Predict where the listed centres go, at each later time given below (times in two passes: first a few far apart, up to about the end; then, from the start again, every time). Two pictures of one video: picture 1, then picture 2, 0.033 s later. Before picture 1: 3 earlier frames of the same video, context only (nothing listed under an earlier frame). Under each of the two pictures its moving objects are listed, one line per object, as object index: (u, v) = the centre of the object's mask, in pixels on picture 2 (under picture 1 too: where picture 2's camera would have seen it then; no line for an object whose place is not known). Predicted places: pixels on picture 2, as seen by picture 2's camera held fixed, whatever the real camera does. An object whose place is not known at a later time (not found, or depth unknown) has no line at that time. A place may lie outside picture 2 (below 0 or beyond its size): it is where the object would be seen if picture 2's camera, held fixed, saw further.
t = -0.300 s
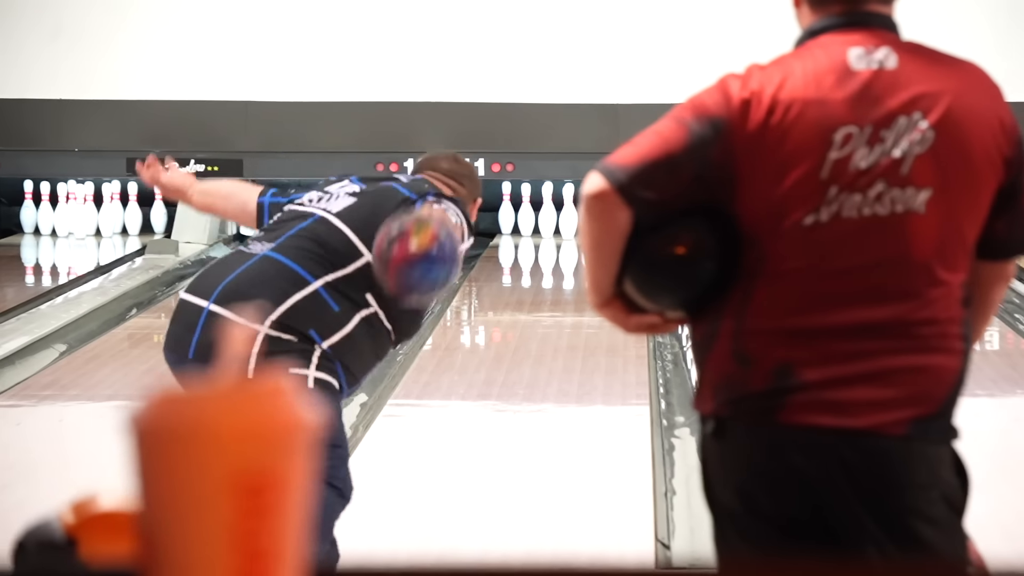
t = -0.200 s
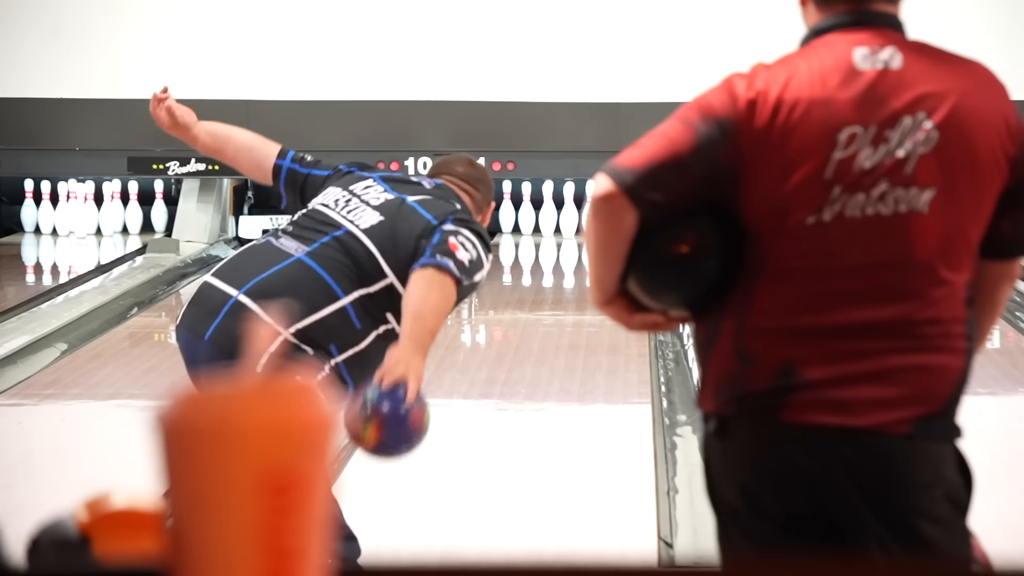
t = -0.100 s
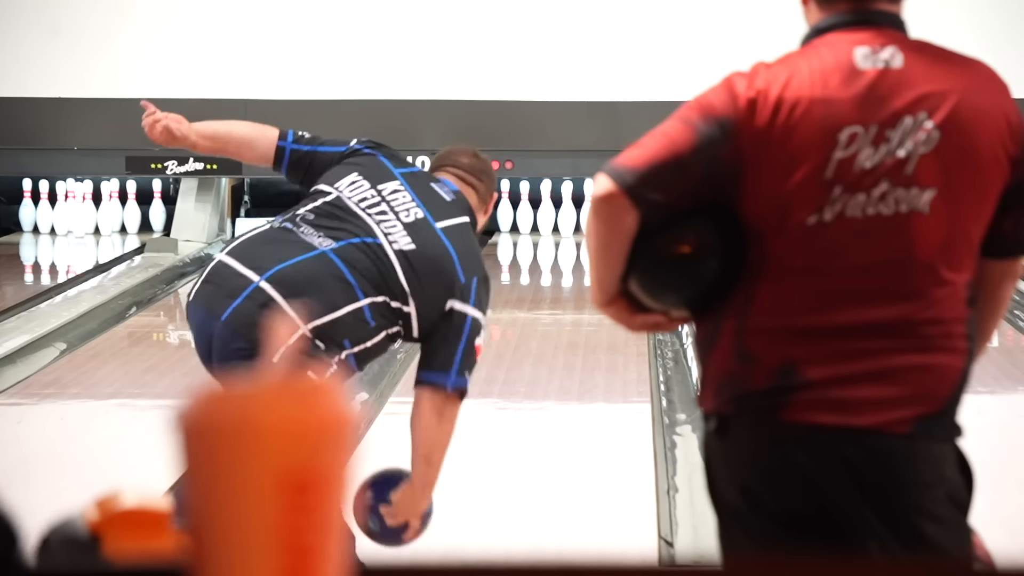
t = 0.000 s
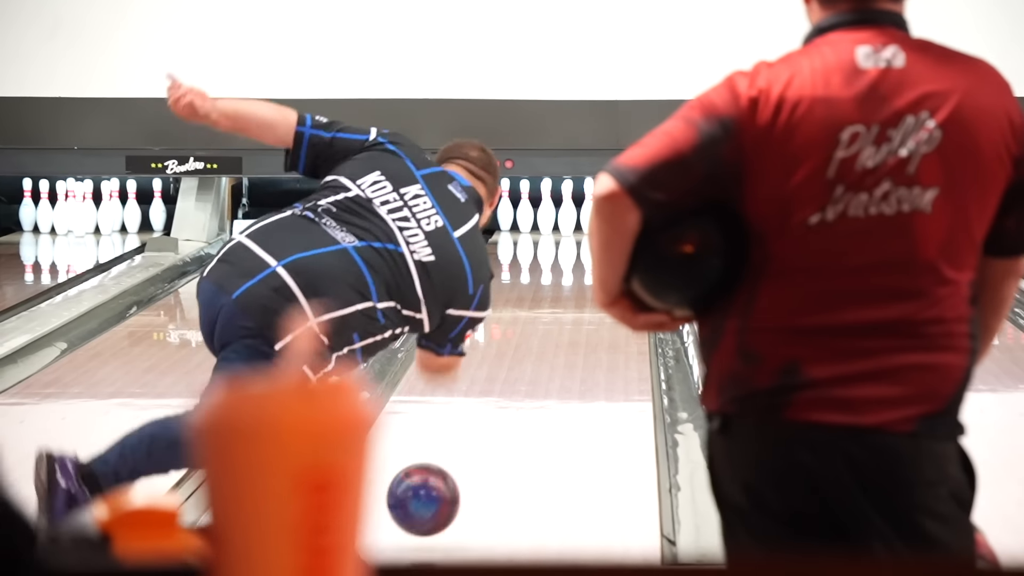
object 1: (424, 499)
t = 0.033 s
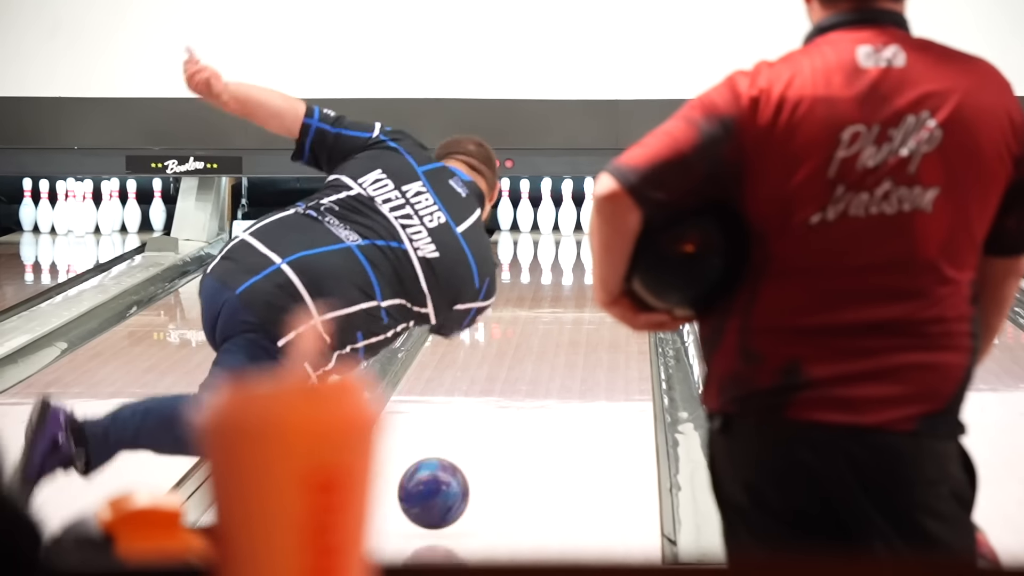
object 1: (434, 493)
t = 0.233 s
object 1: (479, 443)
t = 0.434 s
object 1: (514, 399)
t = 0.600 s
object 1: (536, 370)
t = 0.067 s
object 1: (442, 489)
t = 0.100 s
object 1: (450, 478)
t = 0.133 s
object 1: (458, 470)
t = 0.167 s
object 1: (466, 460)
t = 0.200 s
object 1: (473, 452)
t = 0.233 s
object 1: (479, 443)
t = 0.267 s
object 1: (486, 435)
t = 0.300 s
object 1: (492, 427)
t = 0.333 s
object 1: (498, 420)
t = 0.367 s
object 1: (503, 413)
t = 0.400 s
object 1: (509, 406)
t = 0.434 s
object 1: (514, 399)
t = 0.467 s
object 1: (519, 395)
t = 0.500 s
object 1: (524, 387)
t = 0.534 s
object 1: (528, 381)
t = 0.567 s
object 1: (532, 375)
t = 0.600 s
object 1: (536, 370)
